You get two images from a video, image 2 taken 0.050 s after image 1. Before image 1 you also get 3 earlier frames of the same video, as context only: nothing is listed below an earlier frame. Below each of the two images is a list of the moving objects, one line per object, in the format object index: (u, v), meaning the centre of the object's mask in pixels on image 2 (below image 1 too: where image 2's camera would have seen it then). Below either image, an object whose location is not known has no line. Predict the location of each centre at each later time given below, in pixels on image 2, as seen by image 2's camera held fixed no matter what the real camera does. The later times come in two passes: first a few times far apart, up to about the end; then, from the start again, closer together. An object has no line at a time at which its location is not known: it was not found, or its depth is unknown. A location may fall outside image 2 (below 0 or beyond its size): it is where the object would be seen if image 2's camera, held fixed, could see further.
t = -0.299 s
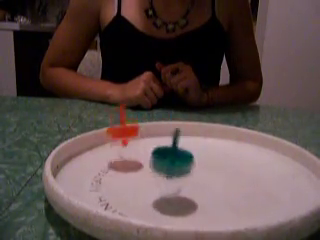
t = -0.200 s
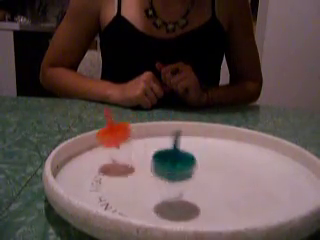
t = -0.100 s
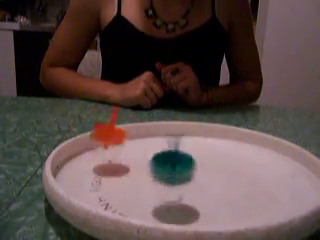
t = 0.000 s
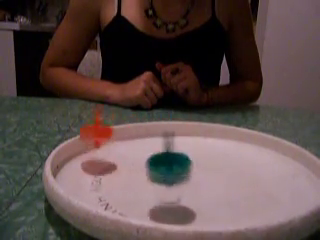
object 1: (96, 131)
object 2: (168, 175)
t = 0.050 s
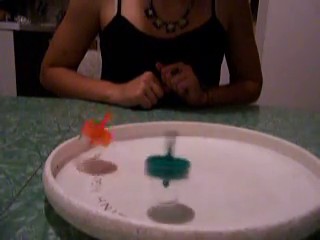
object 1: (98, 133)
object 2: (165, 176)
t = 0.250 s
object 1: (108, 139)
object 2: (157, 164)
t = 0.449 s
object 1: (118, 144)
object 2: (151, 162)
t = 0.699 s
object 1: (103, 141)
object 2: (169, 156)
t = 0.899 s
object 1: (88, 141)
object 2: (190, 157)
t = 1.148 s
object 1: (109, 145)
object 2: (214, 155)
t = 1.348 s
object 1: (126, 149)
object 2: (211, 155)
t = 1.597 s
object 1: (121, 154)
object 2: (192, 149)
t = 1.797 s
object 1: (111, 150)
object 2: (184, 143)
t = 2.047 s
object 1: (115, 152)
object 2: (175, 138)
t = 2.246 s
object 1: (126, 149)
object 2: (168, 135)
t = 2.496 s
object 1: (142, 149)
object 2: (150, 125)
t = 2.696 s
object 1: (147, 147)
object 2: (136, 123)
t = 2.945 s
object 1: (137, 154)
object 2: (125, 127)
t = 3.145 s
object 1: (134, 154)
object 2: (121, 132)
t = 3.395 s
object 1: (143, 156)
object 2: (107, 138)
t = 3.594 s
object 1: (144, 161)
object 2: (89, 135)
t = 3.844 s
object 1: (133, 160)
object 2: (104, 138)
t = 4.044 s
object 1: (137, 159)
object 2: (117, 137)
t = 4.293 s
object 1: (146, 170)
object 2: (130, 139)
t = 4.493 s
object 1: (139, 170)
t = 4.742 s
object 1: (125, 188)
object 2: (161, 143)
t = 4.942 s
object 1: (136, 186)
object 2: (173, 149)
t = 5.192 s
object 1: (131, 181)
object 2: (176, 154)
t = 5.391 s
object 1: (117, 178)
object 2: (172, 150)
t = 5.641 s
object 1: (78, 172)
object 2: (162, 153)
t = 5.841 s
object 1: (101, 174)
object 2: (154, 157)
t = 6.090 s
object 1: (110, 183)
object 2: (153, 147)
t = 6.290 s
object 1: (110, 183)
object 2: (160, 145)
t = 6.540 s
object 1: (104, 181)
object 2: (168, 150)
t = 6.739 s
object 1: (94, 178)
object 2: (178, 147)
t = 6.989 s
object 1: (84, 175)
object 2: (193, 146)
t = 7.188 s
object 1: (93, 176)
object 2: (195, 148)
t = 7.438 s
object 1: (102, 178)
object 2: (195, 149)
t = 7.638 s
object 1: (101, 180)
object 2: (193, 149)
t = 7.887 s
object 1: (90, 178)
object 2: (186, 146)
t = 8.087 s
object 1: (86, 175)
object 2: (186, 143)
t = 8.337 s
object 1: (95, 179)
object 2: (175, 148)
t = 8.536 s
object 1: (101, 180)
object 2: (170, 146)
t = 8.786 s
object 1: (97, 179)
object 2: (164, 150)
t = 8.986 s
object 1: (90, 178)
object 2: (164, 155)
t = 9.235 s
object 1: (93, 179)
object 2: (165, 157)
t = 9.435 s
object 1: (97, 177)
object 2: (164, 160)
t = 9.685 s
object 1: (96, 179)
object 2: (165, 154)
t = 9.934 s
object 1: (89, 177)
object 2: (159, 153)
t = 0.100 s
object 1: (95, 139)
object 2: (163, 174)
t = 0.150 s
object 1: (95, 138)
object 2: (162, 167)
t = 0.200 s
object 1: (99, 138)
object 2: (157, 165)
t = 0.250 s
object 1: (108, 139)
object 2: (157, 164)
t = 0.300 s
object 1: (111, 140)
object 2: (152, 162)
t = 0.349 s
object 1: (114, 142)
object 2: (153, 160)
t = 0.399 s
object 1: (118, 143)
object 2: (150, 166)
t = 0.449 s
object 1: (118, 144)
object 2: (151, 162)
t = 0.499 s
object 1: (118, 148)
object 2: (149, 160)
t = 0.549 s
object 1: (117, 143)
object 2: (153, 152)
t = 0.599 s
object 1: (113, 148)
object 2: (157, 158)
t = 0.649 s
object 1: (107, 141)
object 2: (165, 151)
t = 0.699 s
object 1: (103, 141)
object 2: (169, 156)
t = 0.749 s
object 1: (95, 141)
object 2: (177, 154)
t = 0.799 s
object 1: (89, 141)
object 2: (180, 150)
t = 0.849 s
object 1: (88, 142)
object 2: (187, 155)
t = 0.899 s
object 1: (88, 141)
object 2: (190, 157)
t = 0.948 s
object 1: (89, 143)
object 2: (199, 156)
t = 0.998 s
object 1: (93, 147)
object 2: (200, 156)
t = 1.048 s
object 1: (97, 144)
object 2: (208, 153)
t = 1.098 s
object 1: (102, 144)
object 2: (208, 154)
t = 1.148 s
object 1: (109, 145)
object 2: (214, 155)
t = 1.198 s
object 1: (115, 144)
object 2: (211, 159)
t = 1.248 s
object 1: (116, 141)
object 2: (214, 155)
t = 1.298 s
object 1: (121, 146)
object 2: (210, 159)
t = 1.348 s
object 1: (126, 149)
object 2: (211, 155)
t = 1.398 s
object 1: (125, 150)
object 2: (204, 158)
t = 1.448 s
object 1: (124, 151)
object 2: (204, 156)
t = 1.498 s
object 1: (124, 152)
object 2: (199, 157)
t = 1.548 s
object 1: (126, 152)
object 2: (197, 152)
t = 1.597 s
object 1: (121, 154)
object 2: (192, 149)
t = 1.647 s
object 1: (117, 158)
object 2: (189, 148)
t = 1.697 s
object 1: (116, 158)
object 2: (183, 146)
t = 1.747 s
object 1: (113, 155)
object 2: (184, 145)
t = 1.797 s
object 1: (111, 150)
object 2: (184, 143)
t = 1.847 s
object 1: (112, 155)
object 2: (179, 140)
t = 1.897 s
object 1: (112, 155)
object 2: (180, 139)
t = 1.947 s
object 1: (111, 152)
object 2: (177, 136)
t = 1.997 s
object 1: (114, 153)
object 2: (178, 136)
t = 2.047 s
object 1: (115, 152)
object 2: (175, 138)
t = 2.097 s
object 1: (115, 152)
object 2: (174, 133)
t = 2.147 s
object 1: (121, 151)
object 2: (173, 136)
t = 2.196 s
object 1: (123, 150)
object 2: (170, 137)
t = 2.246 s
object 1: (126, 149)
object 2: (168, 135)
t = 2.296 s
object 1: (129, 147)
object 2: (165, 133)
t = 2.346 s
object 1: (134, 149)
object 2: (163, 134)
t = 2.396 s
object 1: (135, 150)
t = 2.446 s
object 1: (138, 151)
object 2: (157, 130)
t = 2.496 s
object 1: (142, 149)
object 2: (150, 125)
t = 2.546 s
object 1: (144, 151)
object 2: (145, 123)
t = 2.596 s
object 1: (142, 147)
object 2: (144, 123)
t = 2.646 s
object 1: (143, 146)
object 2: (135, 125)
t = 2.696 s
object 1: (147, 147)
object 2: (136, 123)
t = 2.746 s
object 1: (144, 154)
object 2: (129, 122)
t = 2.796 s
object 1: (140, 149)
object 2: (126, 120)
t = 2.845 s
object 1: (138, 150)
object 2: (125, 125)
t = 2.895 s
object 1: (143, 150)
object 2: (124, 125)
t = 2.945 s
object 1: (137, 154)
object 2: (125, 127)
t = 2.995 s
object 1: (136, 154)
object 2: (122, 129)
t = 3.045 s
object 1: (137, 151)
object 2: (126, 129)
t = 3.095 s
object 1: (137, 156)
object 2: (124, 129)
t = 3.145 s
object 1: (134, 154)
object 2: (121, 132)
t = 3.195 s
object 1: (136, 155)
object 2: (120, 132)
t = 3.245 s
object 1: (138, 154)
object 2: (116, 135)
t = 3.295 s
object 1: (138, 154)
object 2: (114, 135)
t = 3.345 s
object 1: (138, 150)
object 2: (110, 138)
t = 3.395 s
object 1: (143, 156)
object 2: (107, 138)
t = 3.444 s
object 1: (145, 157)
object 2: (100, 137)
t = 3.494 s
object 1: (142, 152)
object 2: (96, 137)
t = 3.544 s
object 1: (144, 151)
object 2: (94, 137)
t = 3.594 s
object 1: (144, 161)
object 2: (89, 135)
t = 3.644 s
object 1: (142, 160)
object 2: (91, 136)
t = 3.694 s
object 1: (136, 158)
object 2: (92, 138)
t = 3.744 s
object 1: (136, 162)
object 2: (94, 137)
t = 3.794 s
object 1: (135, 161)
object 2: (102, 138)
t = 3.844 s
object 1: (133, 160)
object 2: (104, 138)
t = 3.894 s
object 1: (130, 161)
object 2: (109, 137)
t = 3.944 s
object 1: (131, 161)
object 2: (114, 137)
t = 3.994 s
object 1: (133, 160)
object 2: (114, 139)
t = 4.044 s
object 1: (137, 159)
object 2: (117, 137)
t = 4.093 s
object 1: (135, 161)
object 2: (119, 138)
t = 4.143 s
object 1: (139, 166)
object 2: (124, 139)
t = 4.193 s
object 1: (136, 164)
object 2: (125, 139)
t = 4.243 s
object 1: (140, 167)
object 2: (125, 139)
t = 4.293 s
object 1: (146, 170)
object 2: (130, 139)
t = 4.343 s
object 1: (141, 175)
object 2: (131, 139)
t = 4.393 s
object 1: (137, 176)
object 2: (133, 138)
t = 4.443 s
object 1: (143, 178)
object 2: (136, 140)
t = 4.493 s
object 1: (139, 170)
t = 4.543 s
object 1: (138, 176)
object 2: (143, 140)
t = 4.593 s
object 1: (132, 185)
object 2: (148, 142)
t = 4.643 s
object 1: (135, 186)
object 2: (149, 139)
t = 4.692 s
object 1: (127, 186)
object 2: (157, 137)
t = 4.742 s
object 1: (125, 188)
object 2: (161, 143)
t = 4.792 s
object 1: (125, 186)
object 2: (163, 144)
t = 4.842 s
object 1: (126, 179)
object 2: (168, 147)
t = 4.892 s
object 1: (131, 180)
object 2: (172, 145)
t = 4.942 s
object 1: (136, 186)
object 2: (173, 149)
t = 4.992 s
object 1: (132, 184)
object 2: (176, 145)
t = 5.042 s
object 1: (128, 185)
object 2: (176, 149)
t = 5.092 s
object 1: (125, 183)
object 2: (176, 151)
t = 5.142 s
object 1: (126, 185)
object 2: (176, 151)
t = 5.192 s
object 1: (131, 181)
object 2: (176, 154)
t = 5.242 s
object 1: (130, 181)
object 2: (177, 154)
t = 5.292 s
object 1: (128, 181)
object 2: (175, 150)
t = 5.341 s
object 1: (123, 180)
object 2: (176, 154)
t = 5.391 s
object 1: (117, 178)
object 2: (172, 150)
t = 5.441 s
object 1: (107, 175)
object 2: (172, 151)
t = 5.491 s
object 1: (97, 172)
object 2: (169, 157)
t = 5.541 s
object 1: (84, 170)
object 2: (167, 160)
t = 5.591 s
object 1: (73, 168)
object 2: (165, 158)
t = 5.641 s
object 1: (78, 172)
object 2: (162, 153)
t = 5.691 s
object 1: (83, 172)
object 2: (160, 157)
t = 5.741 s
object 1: (89, 171)
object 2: (157, 156)
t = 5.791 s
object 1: (94, 173)
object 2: (156, 158)
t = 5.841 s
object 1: (101, 174)
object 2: (154, 157)
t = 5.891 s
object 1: (102, 180)
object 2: (151, 157)
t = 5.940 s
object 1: (105, 181)
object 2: (152, 157)
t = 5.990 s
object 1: (107, 182)
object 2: (151, 148)
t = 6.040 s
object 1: (109, 183)
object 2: (152, 156)
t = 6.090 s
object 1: (110, 183)
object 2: (153, 147)
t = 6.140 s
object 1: (110, 183)
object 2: (153, 154)
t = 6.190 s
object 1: (110, 183)
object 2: (157, 146)
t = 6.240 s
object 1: (110, 183)
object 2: (156, 146)
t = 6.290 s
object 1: (110, 183)
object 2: (160, 145)
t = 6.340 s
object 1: (109, 183)
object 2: (160, 151)
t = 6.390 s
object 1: (108, 183)
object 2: (161, 153)
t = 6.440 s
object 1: (107, 182)
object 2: (164, 150)
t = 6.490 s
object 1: (105, 181)
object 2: (165, 149)
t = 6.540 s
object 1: (104, 181)
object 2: (168, 150)
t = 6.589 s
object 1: (102, 180)
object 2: (171, 148)
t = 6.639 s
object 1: (100, 179)
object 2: (173, 150)
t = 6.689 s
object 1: (97, 179)
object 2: (177, 148)
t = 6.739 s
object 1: (94, 178)
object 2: (178, 147)
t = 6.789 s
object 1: (91, 178)
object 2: (182, 149)
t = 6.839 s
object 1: (89, 178)
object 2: (187, 144)
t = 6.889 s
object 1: (85, 175)
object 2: (187, 148)
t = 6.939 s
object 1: (84, 175)
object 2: (189, 143)
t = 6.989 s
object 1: (84, 175)
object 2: (193, 146)
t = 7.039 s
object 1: (85, 175)
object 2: (190, 149)
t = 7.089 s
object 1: (88, 175)
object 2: (190, 146)
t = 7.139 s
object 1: (90, 175)
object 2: (192, 154)
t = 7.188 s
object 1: (93, 176)
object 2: (195, 148)
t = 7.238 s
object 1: (96, 176)
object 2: (193, 146)
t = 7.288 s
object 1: (99, 179)
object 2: (193, 146)
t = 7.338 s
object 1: (100, 178)
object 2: (193, 153)
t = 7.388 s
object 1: (101, 178)
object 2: (198, 147)
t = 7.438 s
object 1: (102, 178)
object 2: (195, 149)
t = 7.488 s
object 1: (102, 178)
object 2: (195, 144)
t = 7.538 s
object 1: (102, 178)
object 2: (197, 145)
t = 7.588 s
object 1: (101, 178)
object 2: (198, 144)
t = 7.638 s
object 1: (101, 180)
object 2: (193, 149)
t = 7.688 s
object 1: (99, 178)
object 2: (190, 147)
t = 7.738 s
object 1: (98, 179)
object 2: (188, 149)
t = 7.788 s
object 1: (95, 178)
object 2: (191, 147)
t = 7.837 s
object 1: (93, 178)
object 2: (190, 144)
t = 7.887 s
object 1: (90, 178)
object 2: (186, 146)
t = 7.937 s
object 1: (88, 175)
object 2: (183, 142)
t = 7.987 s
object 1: (86, 175)
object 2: (185, 142)
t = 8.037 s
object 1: (86, 177)
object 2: (185, 144)
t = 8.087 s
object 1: (86, 175)
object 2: (186, 143)
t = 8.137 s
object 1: (87, 175)
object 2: (179, 142)
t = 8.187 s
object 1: (88, 176)
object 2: (178, 143)
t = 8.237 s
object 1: (90, 177)
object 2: (177, 142)
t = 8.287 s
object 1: (92, 176)
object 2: (178, 144)
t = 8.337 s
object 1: (95, 179)
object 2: (175, 148)
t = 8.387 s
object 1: (97, 179)
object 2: (176, 146)
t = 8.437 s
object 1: (99, 179)
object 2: (171, 145)
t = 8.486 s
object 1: (100, 180)
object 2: (169, 146)
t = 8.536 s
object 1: (101, 180)
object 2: (170, 146)
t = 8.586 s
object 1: (100, 179)
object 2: (173, 150)
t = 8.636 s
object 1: (101, 180)
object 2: (170, 158)
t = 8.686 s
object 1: (100, 180)
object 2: (169, 155)
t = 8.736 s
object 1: (99, 180)
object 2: (168, 155)
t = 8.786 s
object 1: (97, 179)
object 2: (164, 150)
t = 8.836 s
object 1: (96, 179)
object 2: (170, 152)
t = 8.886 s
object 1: (92, 177)
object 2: (166, 157)
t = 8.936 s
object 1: (91, 178)
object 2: (172, 155)
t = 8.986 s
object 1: (90, 178)
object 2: (164, 155)
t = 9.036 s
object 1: (90, 178)
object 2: (170, 158)
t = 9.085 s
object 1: (88, 177)
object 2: (164, 153)
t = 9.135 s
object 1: (90, 178)
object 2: (168, 158)
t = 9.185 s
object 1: (90, 176)
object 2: (166, 160)
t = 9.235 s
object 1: (93, 179)
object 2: (165, 157)
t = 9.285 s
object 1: (94, 177)
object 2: (158, 154)
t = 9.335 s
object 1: (96, 179)
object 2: (162, 153)
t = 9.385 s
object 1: (98, 180)
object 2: (164, 152)
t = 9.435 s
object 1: (97, 177)
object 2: (164, 160)
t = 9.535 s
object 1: (98, 179)
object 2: (160, 158)
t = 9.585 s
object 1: (98, 180)
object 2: (164, 159)
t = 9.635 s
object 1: (97, 179)
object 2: (160, 153)
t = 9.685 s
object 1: (96, 179)
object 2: (165, 154)
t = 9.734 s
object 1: (94, 179)
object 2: (161, 160)
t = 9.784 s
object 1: (91, 177)
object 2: (164, 160)
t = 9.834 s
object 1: (91, 179)
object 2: (156, 156)
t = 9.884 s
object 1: (89, 177)
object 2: (160, 158)
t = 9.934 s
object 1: (89, 177)
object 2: (159, 153)
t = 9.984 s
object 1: (90, 177)
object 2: (161, 158)
